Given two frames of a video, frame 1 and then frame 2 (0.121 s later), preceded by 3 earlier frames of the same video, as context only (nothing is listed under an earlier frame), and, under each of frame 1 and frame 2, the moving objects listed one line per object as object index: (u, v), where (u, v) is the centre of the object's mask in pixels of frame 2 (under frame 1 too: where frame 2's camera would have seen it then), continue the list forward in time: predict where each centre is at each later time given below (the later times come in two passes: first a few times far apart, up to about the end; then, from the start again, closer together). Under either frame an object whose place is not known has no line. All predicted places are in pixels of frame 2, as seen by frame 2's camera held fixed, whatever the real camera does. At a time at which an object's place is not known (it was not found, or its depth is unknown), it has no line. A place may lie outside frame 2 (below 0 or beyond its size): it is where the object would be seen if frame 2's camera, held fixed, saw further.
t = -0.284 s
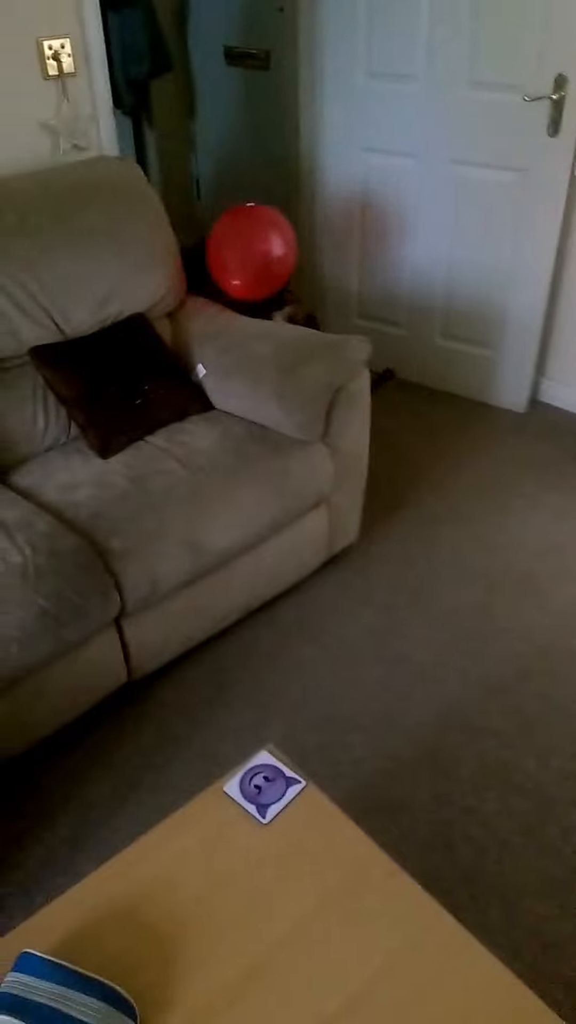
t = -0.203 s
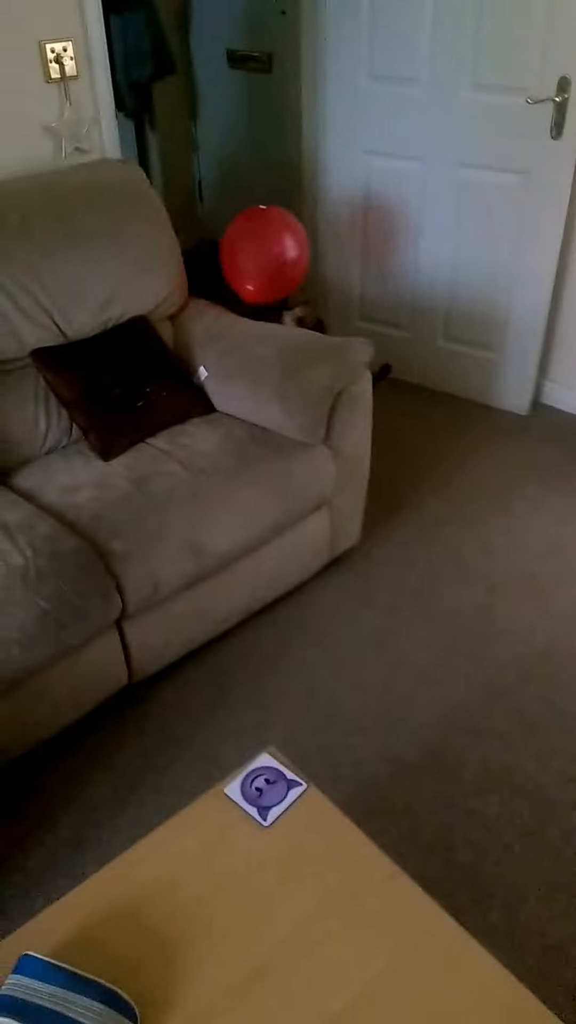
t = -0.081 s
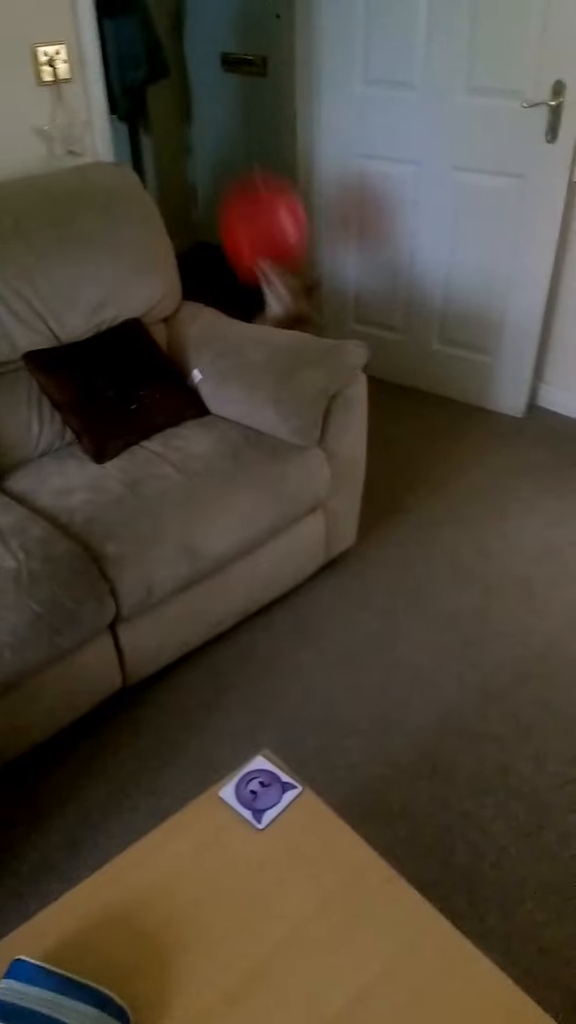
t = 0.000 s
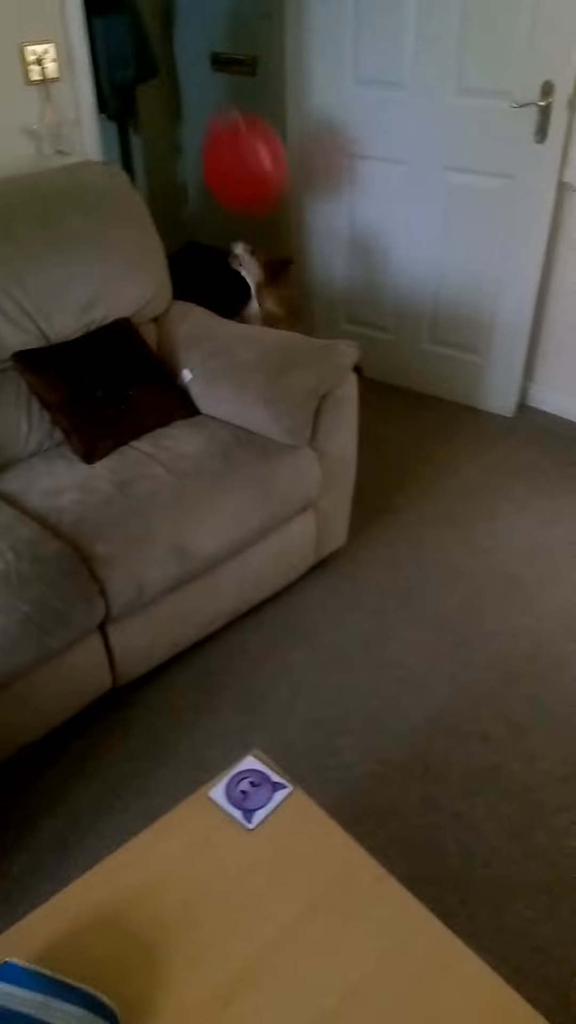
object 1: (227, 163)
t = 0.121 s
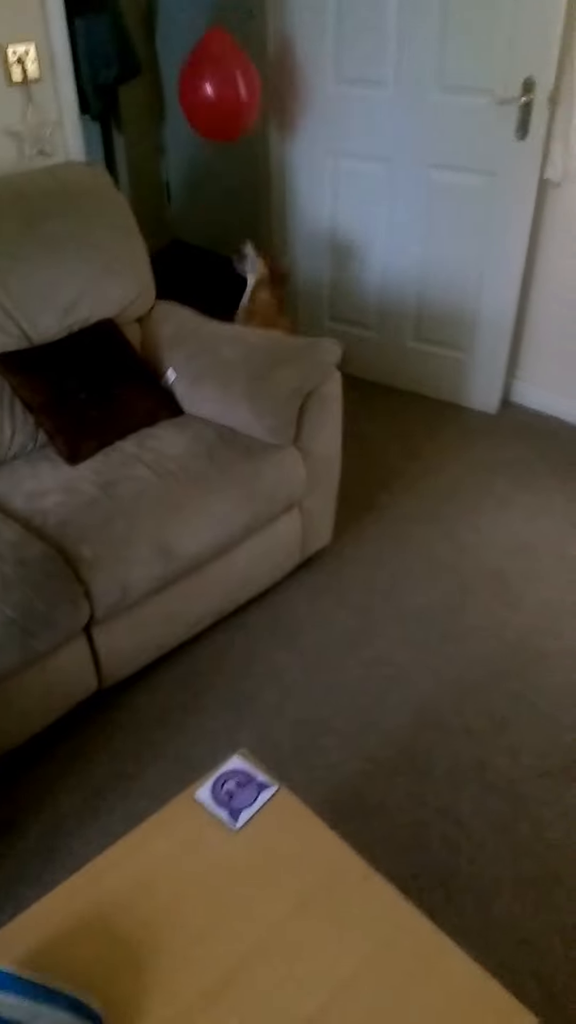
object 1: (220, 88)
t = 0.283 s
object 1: (222, 37)
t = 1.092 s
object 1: (225, 83)
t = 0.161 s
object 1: (219, 69)
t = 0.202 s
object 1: (220, 55)
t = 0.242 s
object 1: (221, 44)
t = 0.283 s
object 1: (222, 37)
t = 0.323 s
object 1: (223, 31)
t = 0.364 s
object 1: (228, 29)
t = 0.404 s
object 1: (226, 27)
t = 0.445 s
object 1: (225, 26)
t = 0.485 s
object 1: (228, 27)
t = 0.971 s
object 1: (228, 67)
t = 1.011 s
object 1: (226, 72)
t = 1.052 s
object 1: (226, 77)
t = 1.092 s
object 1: (225, 83)
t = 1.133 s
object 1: (224, 89)
